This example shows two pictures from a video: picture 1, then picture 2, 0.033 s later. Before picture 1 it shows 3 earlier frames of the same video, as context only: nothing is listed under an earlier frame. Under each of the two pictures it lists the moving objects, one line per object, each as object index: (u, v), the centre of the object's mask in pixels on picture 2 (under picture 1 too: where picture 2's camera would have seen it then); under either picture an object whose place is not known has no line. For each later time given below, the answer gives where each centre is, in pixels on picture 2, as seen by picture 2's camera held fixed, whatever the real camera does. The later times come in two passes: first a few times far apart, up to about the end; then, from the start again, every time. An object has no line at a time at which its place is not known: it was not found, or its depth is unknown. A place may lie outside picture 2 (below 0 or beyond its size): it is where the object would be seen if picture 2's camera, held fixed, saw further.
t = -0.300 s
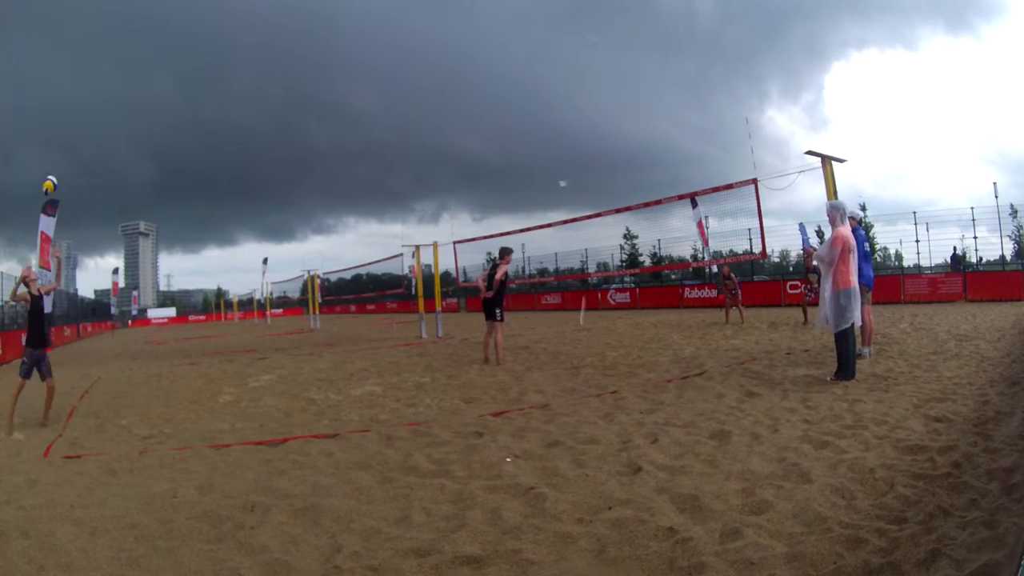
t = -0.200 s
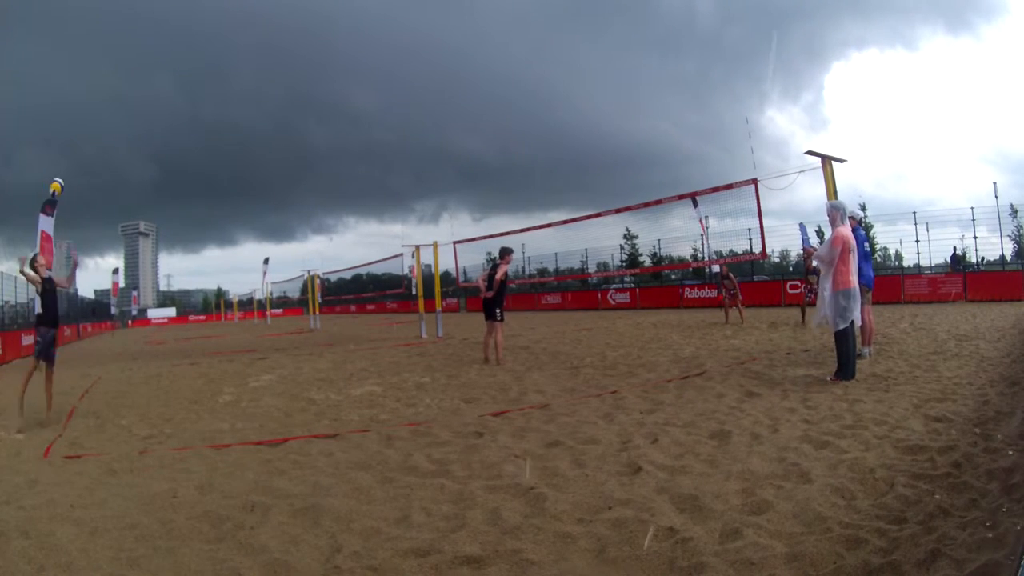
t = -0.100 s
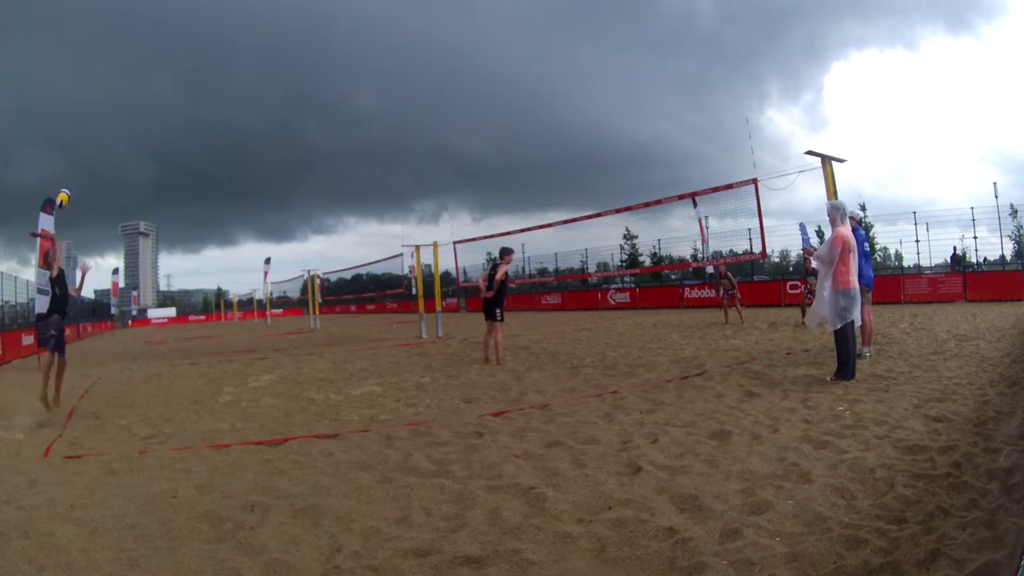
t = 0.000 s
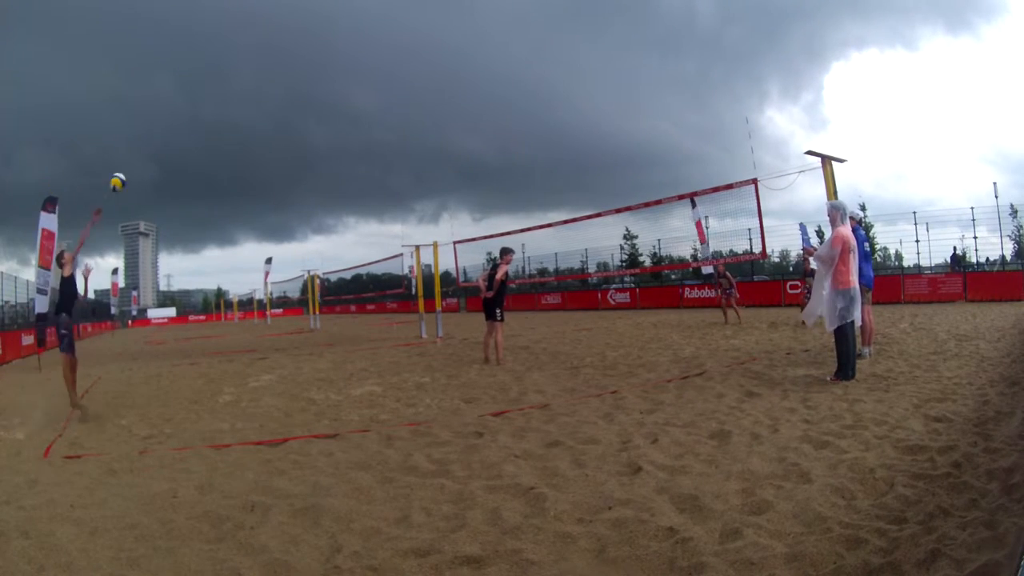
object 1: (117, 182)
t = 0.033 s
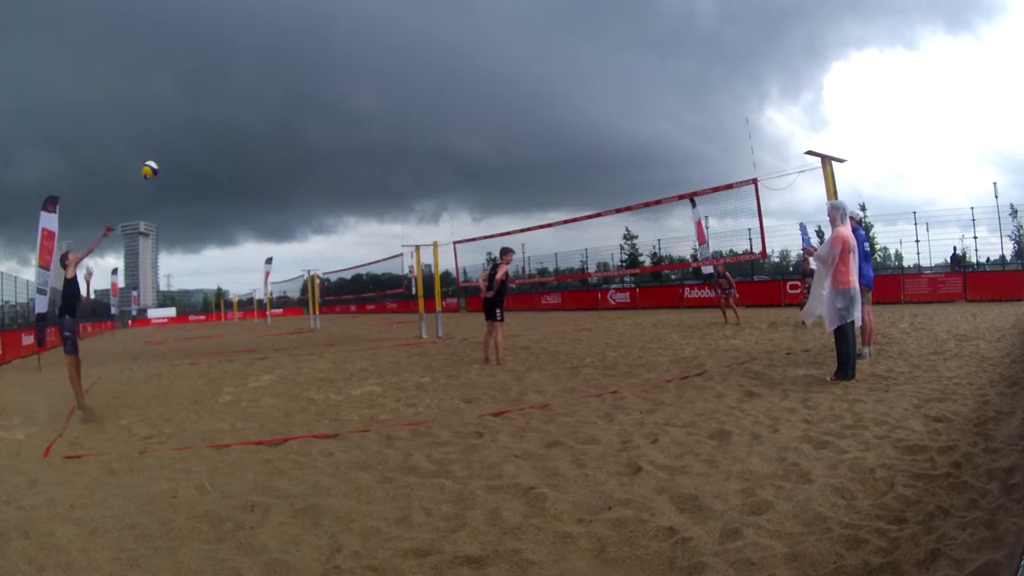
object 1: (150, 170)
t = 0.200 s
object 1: (320, 132)
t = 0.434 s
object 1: (531, 138)
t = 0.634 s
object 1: (660, 177)
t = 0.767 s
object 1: (724, 212)
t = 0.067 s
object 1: (183, 159)
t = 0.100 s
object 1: (217, 149)
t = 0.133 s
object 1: (251, 142)
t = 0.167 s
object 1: (286, 136)
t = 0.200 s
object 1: (320, 132)
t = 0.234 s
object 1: (354, 130)
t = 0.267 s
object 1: (386, 128)
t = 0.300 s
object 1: (418, 128)
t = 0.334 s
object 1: (448, 129)
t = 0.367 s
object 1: (477, 131)
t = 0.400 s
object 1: (504, 134)
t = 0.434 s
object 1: (531, 138)
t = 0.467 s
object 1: (555, 143)
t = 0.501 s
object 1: (579, 149)
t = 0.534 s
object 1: (601, 155)
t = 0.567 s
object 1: (622, 162)
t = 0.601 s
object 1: (641, 169)
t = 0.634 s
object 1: (660, 177)
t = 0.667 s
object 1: (678, 185)
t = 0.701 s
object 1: (693, 189)
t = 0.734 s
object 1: (710, 203)
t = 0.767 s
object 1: (724, 212)
